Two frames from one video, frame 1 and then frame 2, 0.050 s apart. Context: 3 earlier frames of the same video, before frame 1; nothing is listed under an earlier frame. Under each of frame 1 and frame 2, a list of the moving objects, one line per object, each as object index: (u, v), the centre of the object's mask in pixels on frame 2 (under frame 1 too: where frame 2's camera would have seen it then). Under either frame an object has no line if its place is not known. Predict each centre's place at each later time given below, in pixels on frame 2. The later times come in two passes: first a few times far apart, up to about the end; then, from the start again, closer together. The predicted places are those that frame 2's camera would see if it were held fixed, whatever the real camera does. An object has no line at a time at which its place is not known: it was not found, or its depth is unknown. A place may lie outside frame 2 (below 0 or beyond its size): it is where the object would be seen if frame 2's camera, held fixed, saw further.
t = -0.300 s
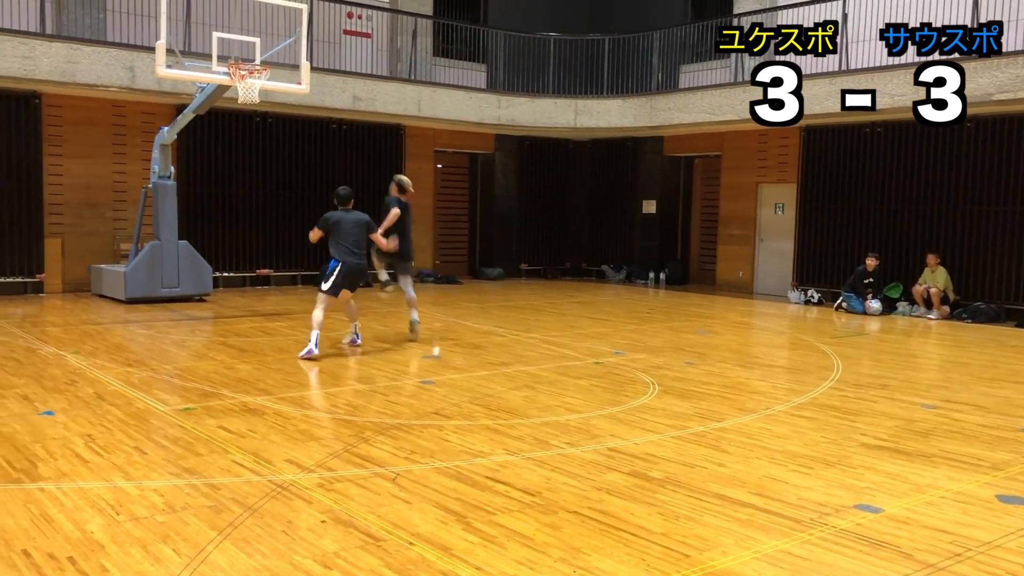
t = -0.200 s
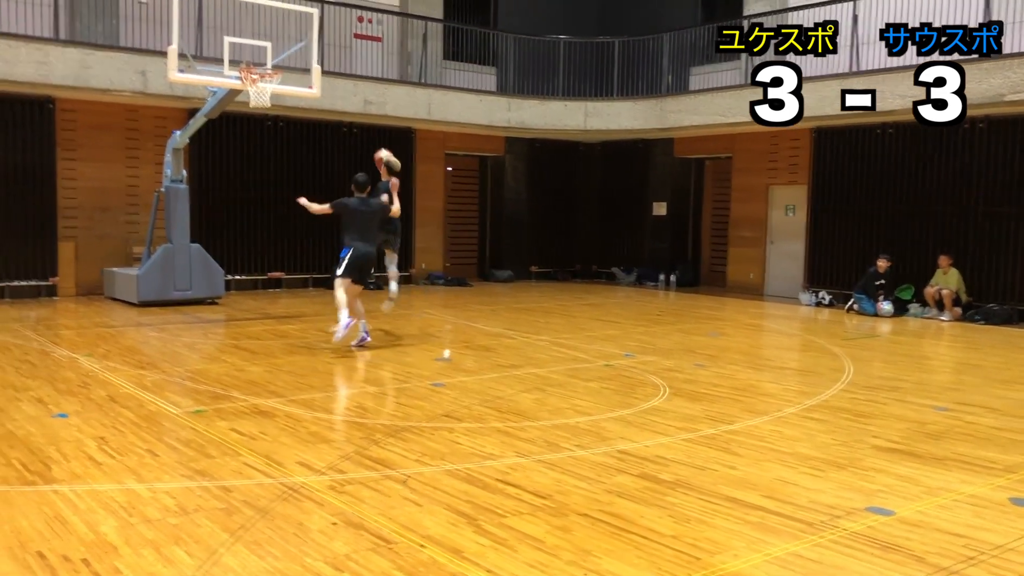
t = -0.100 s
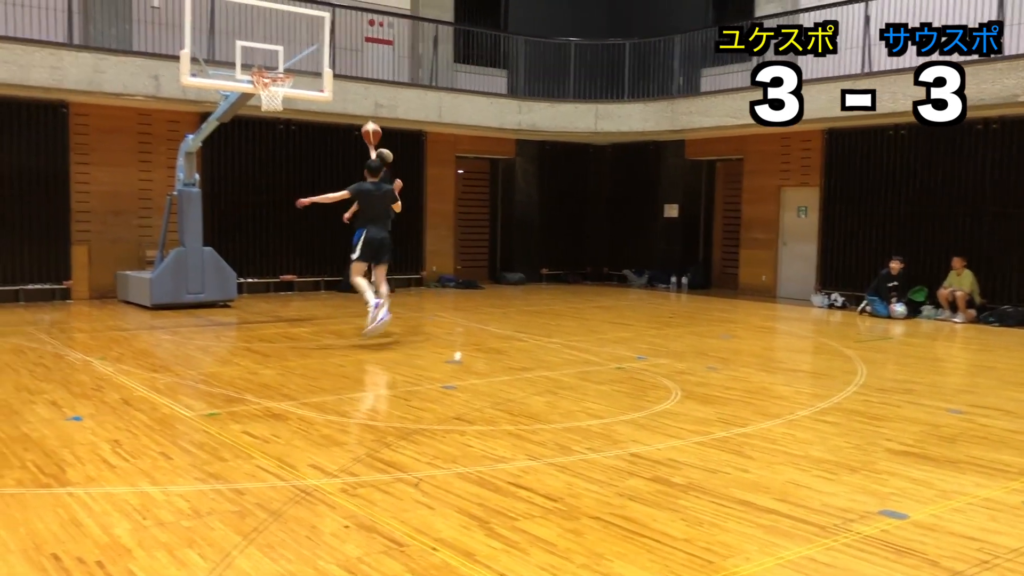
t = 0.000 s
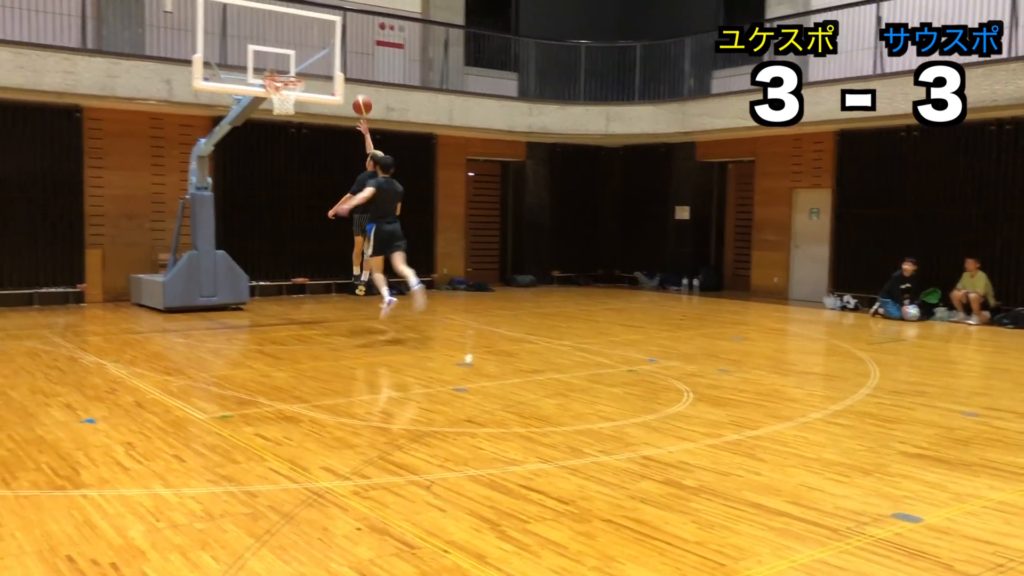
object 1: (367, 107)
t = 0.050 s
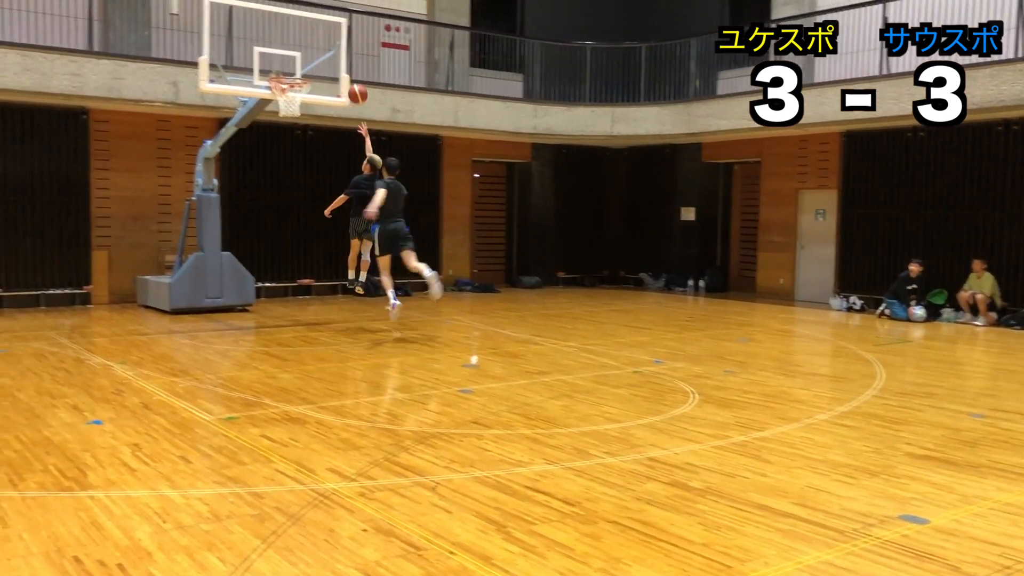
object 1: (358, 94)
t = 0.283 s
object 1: (313, 63)
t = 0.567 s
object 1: (296, 69)
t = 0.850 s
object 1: (292, 100)
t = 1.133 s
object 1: (294, 122)
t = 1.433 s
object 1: (301, 208)
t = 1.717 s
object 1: (306, 316)
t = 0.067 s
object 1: (355, 90)
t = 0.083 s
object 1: (351, 86)
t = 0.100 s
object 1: (348, 83)
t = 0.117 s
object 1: (345, 80)
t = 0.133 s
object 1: (341, 78)
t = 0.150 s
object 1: (338, 75)
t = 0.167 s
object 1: (335, 73)
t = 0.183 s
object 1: (332, 71)
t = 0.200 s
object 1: (329, 69)
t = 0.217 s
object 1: (326, 67)
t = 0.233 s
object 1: (322, 66)
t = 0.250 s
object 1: (319, 65)
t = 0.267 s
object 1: (317, 64)
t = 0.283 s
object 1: (313, 63)
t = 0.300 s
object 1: (310, 62)
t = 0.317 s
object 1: (307, 62)
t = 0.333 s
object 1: (304, 61)
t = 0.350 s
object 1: (303, 61)
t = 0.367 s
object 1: (302, 60)
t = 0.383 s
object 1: (302, 60)
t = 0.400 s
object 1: (301, 60)
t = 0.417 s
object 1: (301, 60)
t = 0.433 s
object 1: (300, 60)
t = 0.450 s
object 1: (300, 61)
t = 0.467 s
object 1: (299, 62)
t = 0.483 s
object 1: (299, 62)
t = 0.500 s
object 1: (299, 63)
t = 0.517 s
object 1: (298, 65)
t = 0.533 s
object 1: (297, 66)
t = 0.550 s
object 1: (297, 68)
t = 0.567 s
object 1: (296, 69)
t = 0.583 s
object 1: (295, 71)
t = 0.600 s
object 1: (295, 72)
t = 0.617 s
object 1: (295, 73)
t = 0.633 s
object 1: (294, 75)
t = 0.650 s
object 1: (294, 83)
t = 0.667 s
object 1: (293, 86)
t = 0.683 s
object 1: (293, 88)
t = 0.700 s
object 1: (293, 89)
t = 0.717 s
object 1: (292, 92)
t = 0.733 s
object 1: (292, 96)
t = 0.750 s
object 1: (293, 97)
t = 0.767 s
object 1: (292, 101)
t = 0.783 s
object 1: (292, 101)
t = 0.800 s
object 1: (295, 103)
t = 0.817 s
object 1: (292, 104)
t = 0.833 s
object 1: (291, 101)
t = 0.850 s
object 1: (292, 100)
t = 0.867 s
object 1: (292, 100)
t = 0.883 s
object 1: (292, 101)
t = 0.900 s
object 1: (292, 102)
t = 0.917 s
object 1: (292, 102)
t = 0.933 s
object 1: (292, 102)
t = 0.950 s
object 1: (291, 104)
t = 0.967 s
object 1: (291, 105)
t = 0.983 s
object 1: (291, 105)
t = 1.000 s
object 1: (291, 106)
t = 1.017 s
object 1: (292, 108)
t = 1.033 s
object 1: (294, 111)
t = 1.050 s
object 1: (292, 112)
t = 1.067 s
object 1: (293, 116)
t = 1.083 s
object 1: (293, 117)
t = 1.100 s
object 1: (293, 119)
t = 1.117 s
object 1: (294, 120)
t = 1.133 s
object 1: (294, 122)
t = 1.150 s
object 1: (294, 124)
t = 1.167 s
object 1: (294, 127)
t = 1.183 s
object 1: (295, 130)
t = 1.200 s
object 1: (295, 134)
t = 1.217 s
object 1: (296, 138)
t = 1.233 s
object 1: (296, 141)
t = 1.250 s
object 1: (297, 145)
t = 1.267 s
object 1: (297, 150)
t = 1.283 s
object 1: (298, 155)
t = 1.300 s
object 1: (298, 160)
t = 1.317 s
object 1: (298, 165)
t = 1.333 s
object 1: (299, 170)
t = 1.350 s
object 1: (299, 176)
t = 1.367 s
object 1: (300, 182)
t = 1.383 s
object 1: (300, 188)
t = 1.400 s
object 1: (300, 195)
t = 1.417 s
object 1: (301, 201)
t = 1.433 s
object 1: (301, 208)
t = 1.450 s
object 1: (302, 215)
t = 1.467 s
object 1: (302, 222)
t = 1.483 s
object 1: (303, 230)
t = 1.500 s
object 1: (303, 238)
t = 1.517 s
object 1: (303, 246)
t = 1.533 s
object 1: (304, 254)
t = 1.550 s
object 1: (304, 262)
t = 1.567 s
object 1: (304, 270)
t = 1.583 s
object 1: (305, 279)
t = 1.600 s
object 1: (305, 288)
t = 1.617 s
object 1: (305, 296)
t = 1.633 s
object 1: (305, 305)
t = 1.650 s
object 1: (305, 316)
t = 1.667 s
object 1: (304, 328)
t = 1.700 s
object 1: (305, 323)
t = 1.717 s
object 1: (306, 316)
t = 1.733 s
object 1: (307, 308)
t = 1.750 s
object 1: (308, 301)
